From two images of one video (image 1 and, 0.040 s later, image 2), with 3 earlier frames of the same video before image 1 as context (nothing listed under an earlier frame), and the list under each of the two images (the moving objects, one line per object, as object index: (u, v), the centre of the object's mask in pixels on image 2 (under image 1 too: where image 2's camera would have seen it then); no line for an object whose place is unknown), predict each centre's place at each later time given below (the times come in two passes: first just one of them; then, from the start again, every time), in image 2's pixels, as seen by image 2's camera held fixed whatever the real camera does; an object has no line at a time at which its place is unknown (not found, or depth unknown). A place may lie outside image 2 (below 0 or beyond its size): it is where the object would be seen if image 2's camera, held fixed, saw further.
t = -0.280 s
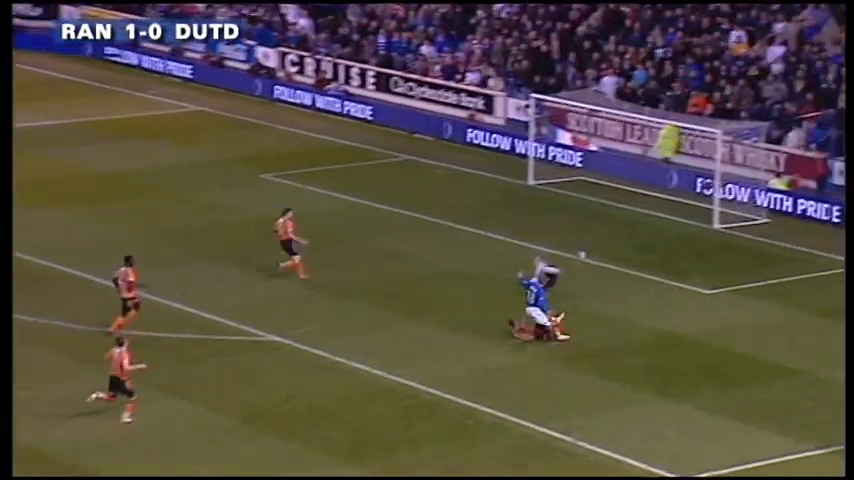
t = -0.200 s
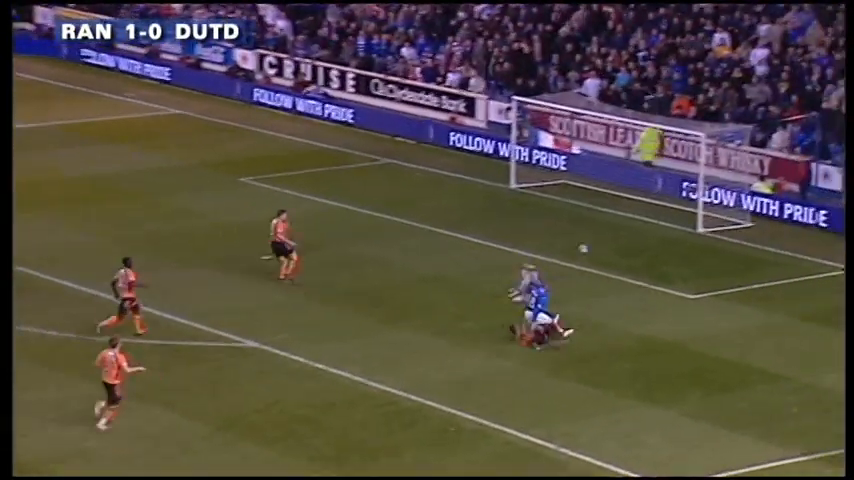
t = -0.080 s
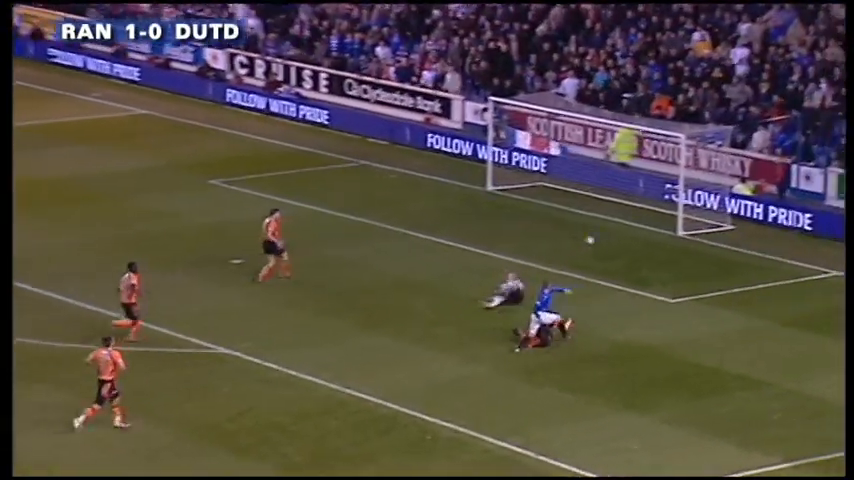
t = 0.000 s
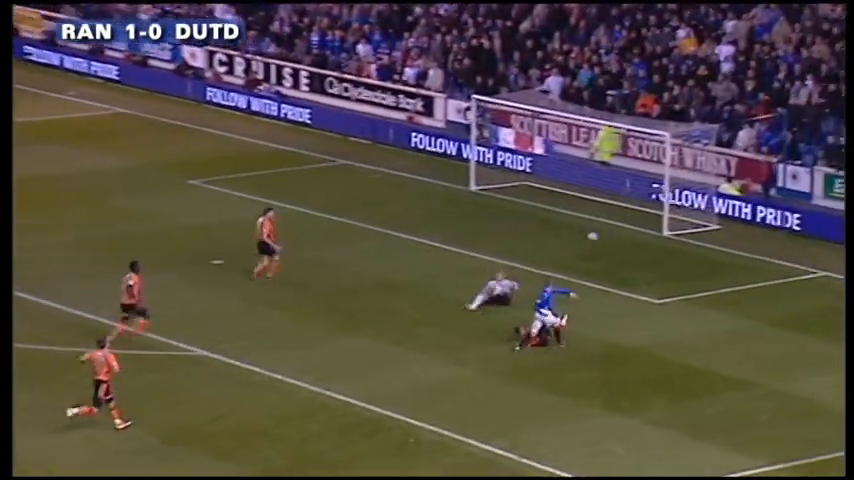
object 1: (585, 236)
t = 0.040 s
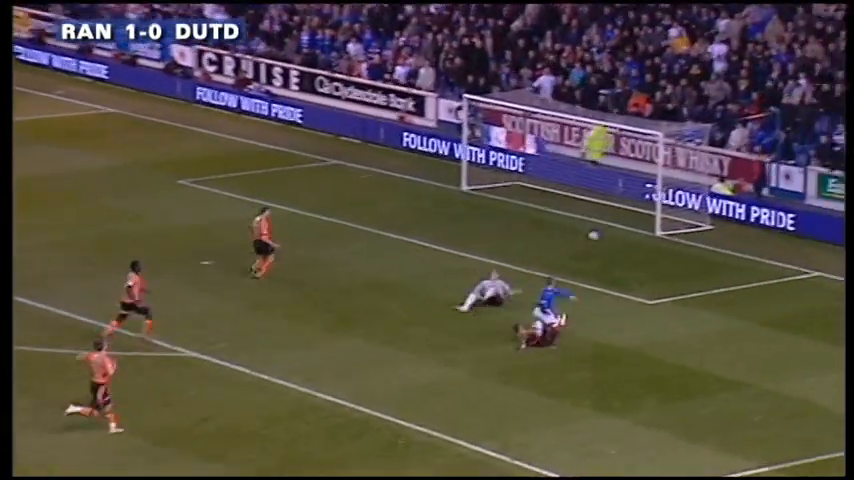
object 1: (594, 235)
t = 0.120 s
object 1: (612, 235)
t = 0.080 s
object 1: (603, 235)
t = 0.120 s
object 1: (612, 235)
